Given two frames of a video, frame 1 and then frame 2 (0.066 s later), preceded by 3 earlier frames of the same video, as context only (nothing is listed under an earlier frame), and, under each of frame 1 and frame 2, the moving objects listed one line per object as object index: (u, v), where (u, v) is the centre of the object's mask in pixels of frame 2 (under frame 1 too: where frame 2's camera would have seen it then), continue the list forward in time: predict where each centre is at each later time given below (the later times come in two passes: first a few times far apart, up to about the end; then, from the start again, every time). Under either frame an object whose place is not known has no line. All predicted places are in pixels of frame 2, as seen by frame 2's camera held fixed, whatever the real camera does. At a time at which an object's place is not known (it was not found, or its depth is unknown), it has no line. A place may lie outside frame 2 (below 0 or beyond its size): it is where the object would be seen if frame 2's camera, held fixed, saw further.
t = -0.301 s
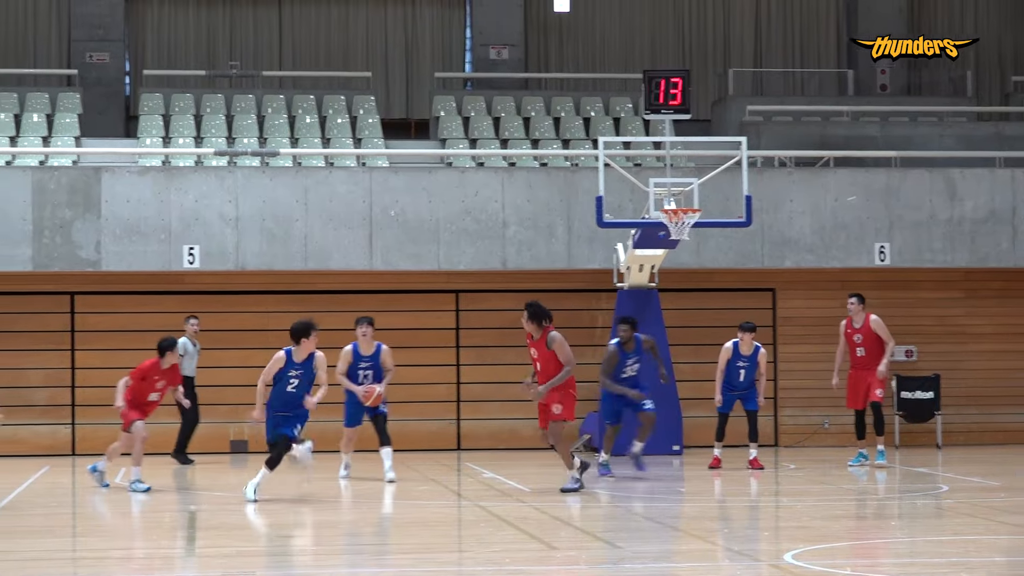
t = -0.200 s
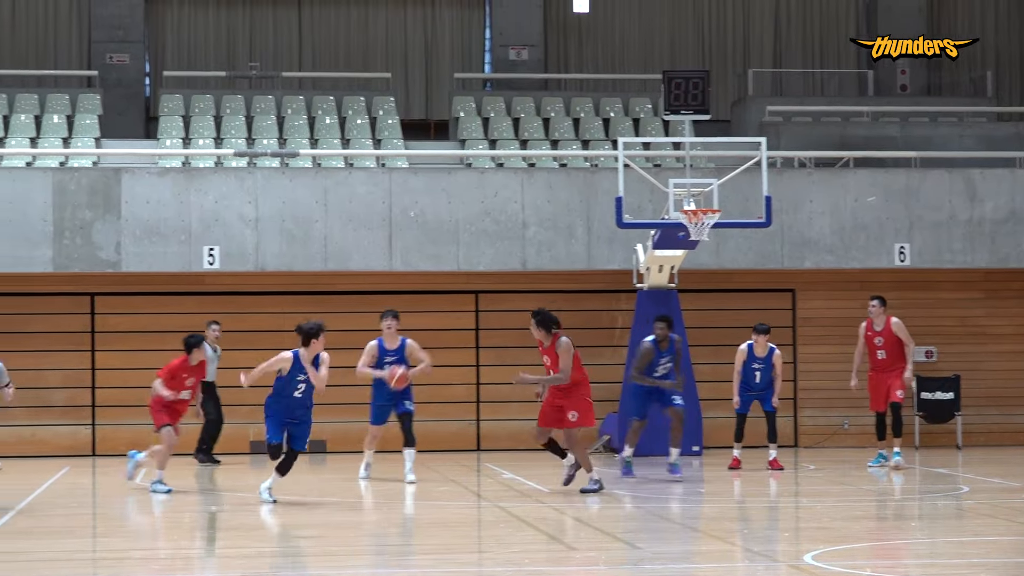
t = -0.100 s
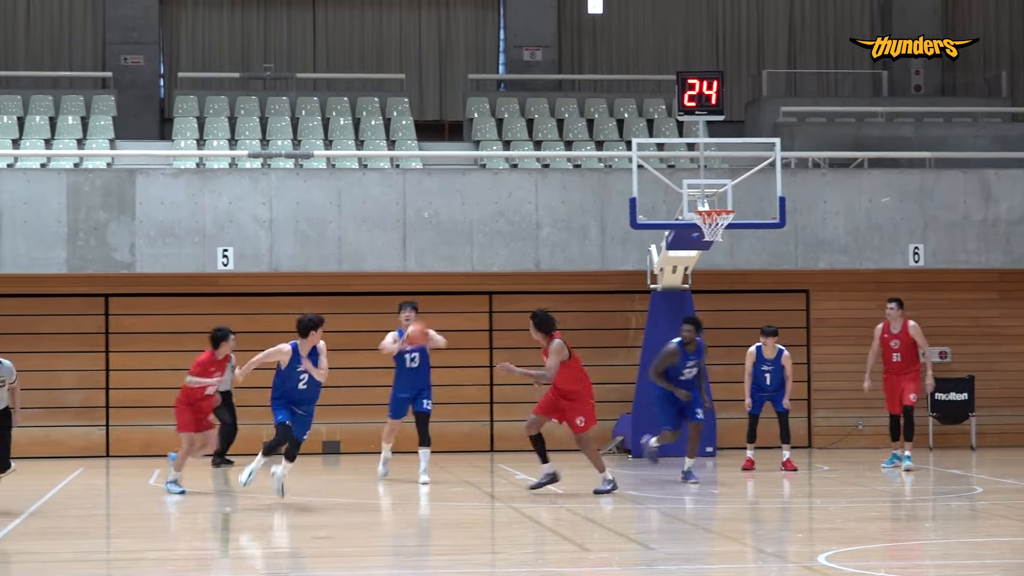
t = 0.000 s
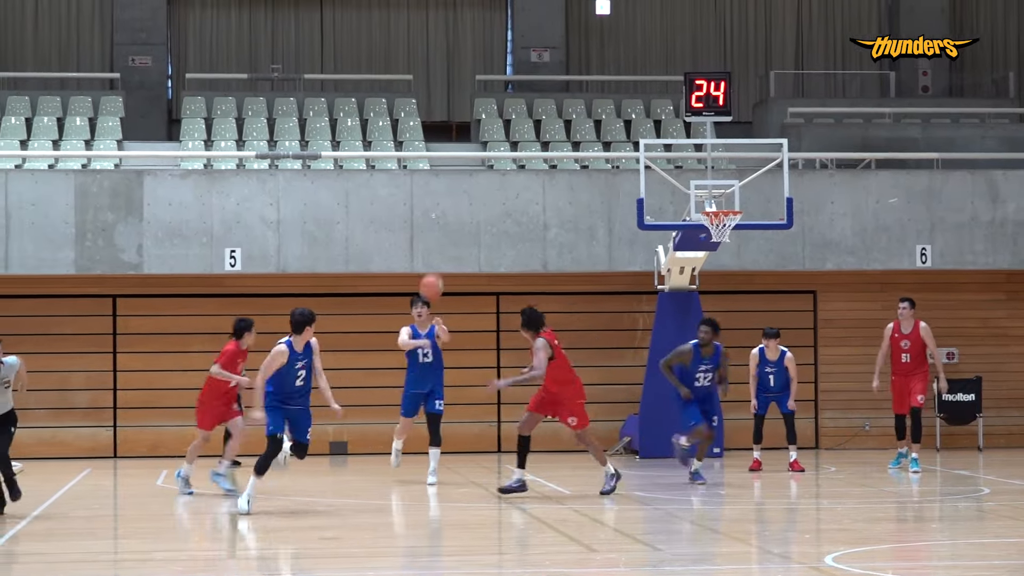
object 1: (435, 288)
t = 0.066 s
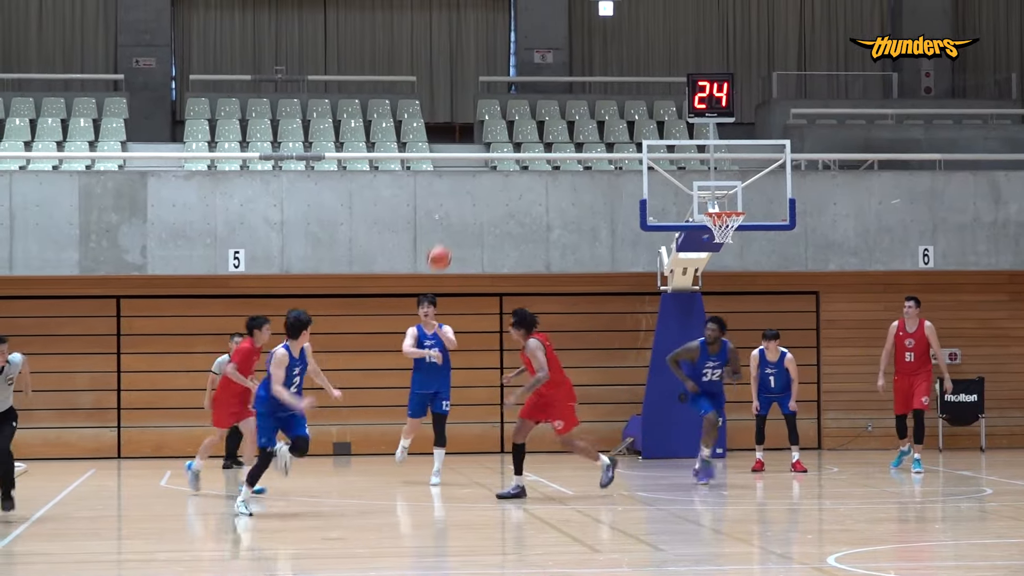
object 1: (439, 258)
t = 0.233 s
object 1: (449, 193)
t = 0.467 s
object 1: (465, 135)
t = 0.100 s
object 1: (441, 244)
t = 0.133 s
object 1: (443, 231)
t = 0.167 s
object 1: (445, 217)
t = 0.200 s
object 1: (446, 205)
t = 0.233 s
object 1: (449, 193)
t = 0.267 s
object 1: (452, 183)
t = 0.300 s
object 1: (453, 173)
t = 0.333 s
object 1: (455, 166)
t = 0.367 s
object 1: (458, 155)
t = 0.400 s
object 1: (460, 145)
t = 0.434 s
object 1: (462, 139)
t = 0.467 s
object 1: (465, 135)
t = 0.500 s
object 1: (468, 132)
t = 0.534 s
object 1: (471, 130)
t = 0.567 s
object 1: (473, 127)
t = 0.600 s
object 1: (477, 127)
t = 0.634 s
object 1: (481, 127)
